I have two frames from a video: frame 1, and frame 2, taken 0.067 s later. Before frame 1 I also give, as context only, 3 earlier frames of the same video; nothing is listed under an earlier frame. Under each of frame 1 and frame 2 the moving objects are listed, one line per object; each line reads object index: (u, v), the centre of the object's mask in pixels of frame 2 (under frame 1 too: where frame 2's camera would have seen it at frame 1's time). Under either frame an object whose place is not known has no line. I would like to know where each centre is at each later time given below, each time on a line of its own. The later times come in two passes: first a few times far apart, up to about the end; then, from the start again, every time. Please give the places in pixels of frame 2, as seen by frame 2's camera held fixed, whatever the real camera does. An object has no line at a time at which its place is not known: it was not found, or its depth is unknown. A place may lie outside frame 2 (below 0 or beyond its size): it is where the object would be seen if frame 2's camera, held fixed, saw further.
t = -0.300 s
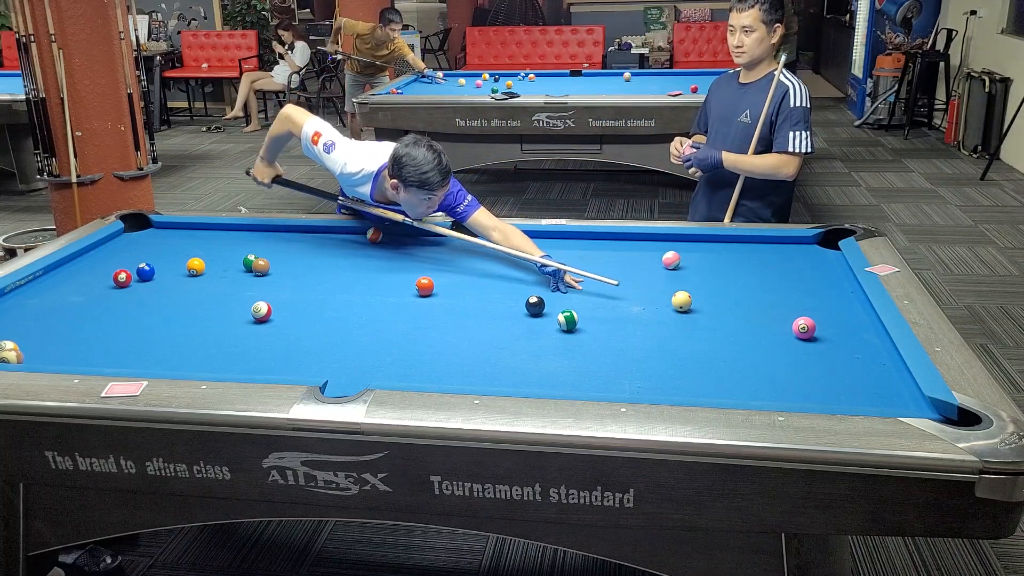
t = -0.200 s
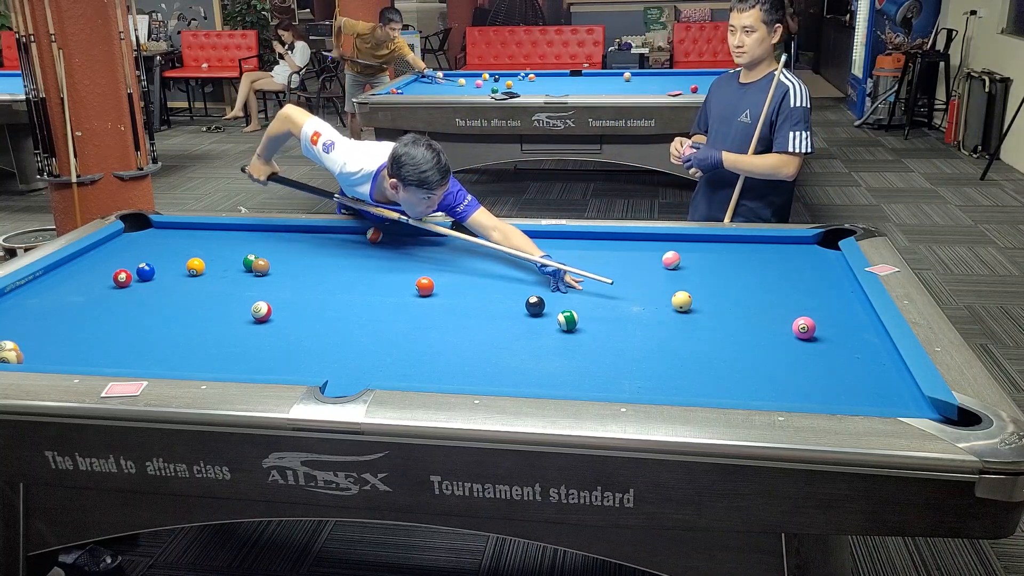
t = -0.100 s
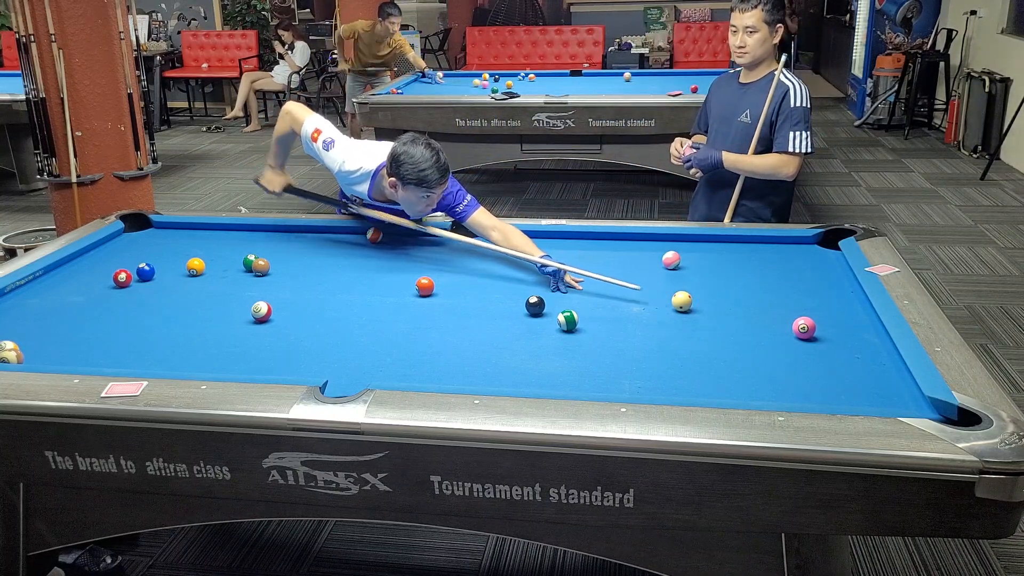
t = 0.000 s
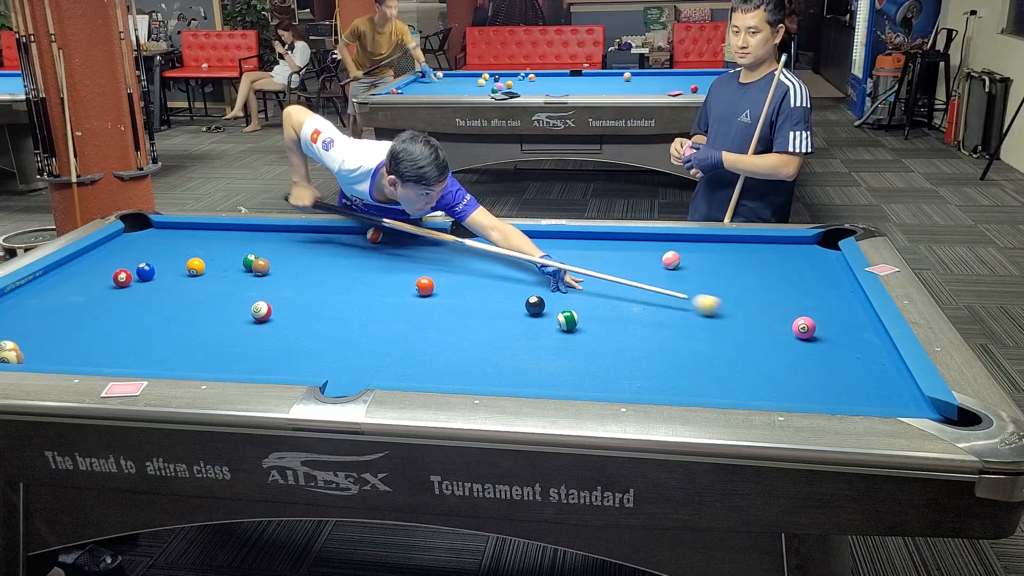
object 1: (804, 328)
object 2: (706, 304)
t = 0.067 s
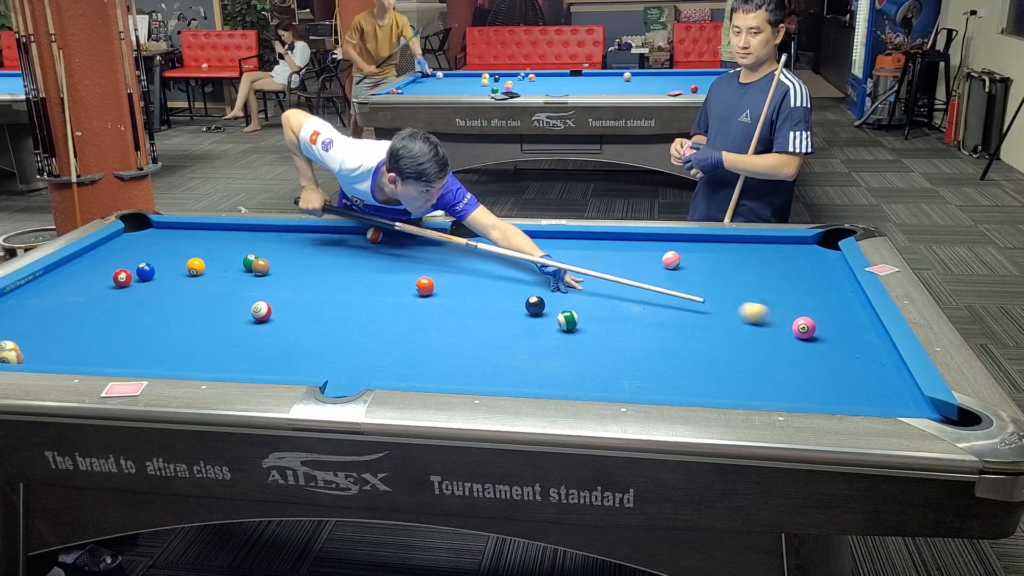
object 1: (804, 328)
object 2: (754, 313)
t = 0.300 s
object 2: (857, 316)
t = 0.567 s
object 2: (774, 305)
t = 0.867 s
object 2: (693, 295)
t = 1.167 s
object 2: (620, 286)
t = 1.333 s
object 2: (583, 281)
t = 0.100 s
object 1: (804, 328)
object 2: (776, 317)
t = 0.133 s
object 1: (805, 329)
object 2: (796, 316)
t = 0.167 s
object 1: (812, 334)
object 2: (814, 316)
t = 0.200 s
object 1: (819, 339)
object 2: (831, 317)
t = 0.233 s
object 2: (849, 317)
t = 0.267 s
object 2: (866, 317)
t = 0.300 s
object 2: (857, 316)
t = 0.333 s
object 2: (845, 314)
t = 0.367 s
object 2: (833, 313)
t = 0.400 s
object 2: (823, 312)
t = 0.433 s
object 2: (813, 311)
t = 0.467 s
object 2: (803, 309)
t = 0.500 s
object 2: (793, 308)
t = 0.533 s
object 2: (784, 307)
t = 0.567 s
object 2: (774, 305)
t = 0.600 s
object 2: (765, 304)
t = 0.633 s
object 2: (755, 303)
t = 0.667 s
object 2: (746, 302)
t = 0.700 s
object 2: (737, 301)
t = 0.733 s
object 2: (728, 300)
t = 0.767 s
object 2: (719, 299)
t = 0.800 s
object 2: (710, 297)
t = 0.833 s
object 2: (702, 296)
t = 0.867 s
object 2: (693, 295)
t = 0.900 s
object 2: (685, 294)
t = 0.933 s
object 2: (676, 293)
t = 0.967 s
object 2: (668, 292)
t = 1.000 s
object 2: (660, 291)
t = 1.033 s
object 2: (651, 290)
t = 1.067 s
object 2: (644, 289)
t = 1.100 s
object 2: (636, 288)
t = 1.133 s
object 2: (628, 287)
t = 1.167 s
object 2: (620, 286)
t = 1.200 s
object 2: (612, 285)
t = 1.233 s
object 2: (605, 284)
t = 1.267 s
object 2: (598, 283)
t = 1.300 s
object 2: (590, 282)
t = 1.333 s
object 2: (583, 281)
